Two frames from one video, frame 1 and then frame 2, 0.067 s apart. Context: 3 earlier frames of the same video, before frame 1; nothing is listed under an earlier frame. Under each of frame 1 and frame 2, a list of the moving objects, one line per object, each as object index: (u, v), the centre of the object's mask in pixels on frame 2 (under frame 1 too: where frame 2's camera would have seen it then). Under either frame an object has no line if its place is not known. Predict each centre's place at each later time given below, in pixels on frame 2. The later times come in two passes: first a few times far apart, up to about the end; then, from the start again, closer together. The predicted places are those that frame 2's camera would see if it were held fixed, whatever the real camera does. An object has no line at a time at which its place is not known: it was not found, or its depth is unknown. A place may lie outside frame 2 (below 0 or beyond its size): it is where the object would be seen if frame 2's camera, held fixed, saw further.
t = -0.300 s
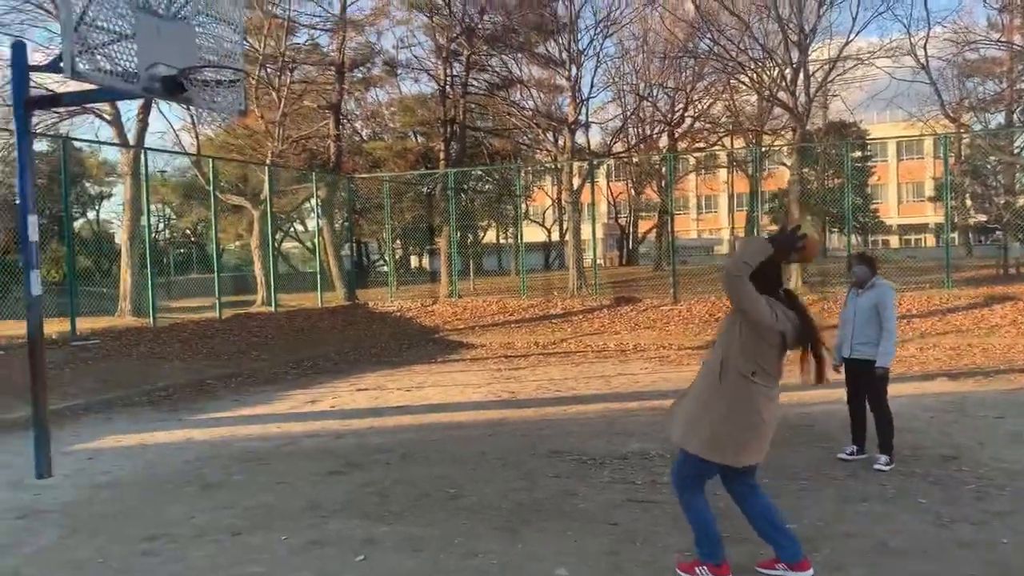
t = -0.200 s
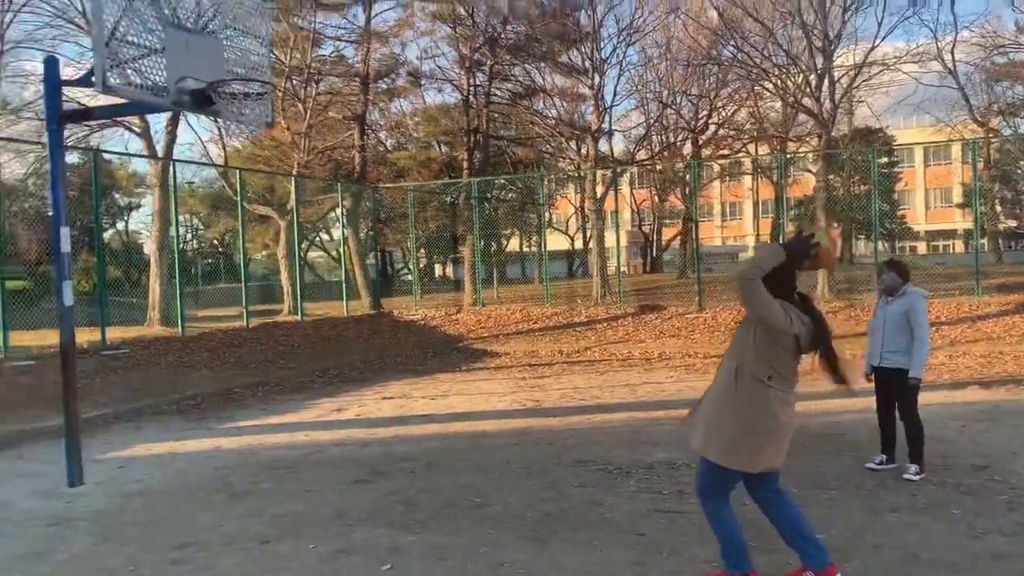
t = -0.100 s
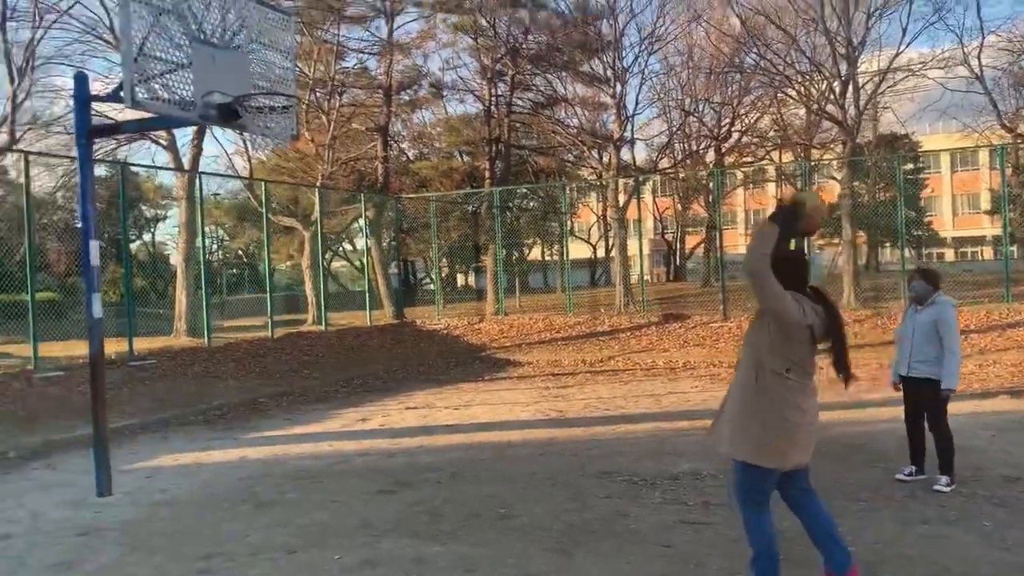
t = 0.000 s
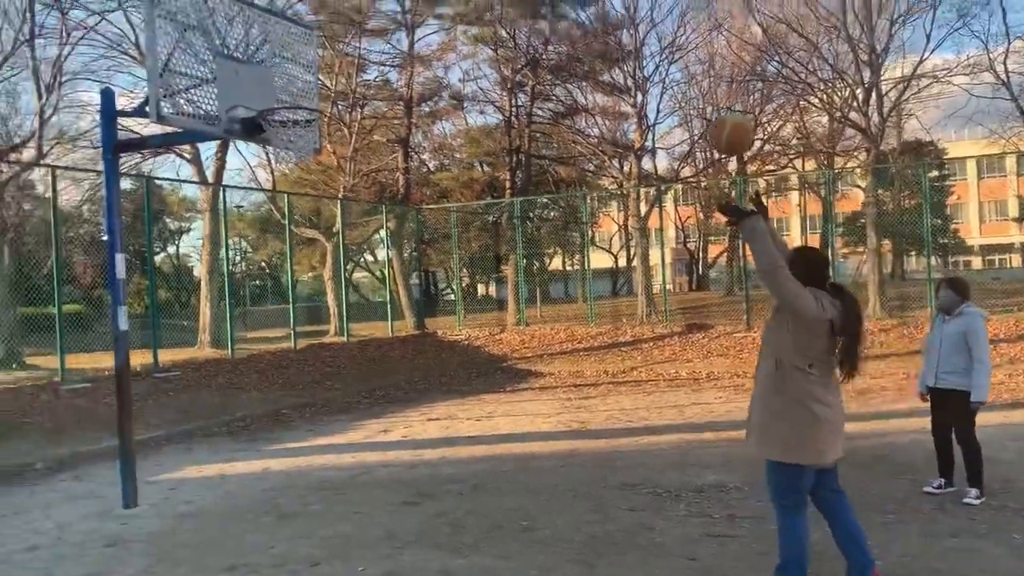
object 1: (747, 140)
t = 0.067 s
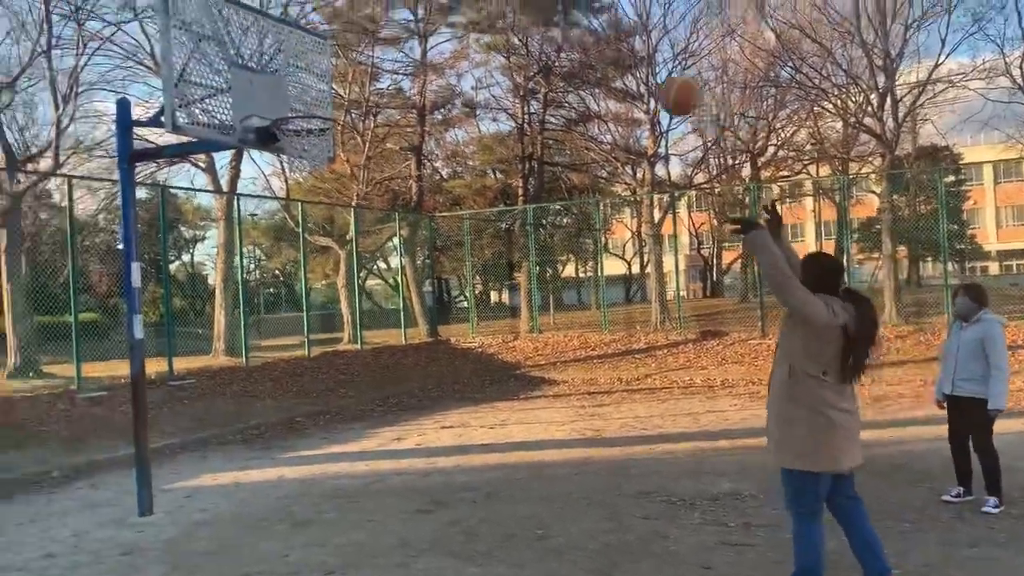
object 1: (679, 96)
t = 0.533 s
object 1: (343, 35)
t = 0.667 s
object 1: (272, 79)
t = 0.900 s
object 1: (305, 157)
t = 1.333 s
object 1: (533, 486)
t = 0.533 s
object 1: (343, 35)
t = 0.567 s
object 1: (325, 45)
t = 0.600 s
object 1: (307, 54)
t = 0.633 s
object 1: (288, 67)
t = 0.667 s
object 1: (272, 79)
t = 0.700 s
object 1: (256, 94)
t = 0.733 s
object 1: (240, 108)
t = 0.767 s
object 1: (242, 118)
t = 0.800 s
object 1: (256, 124)
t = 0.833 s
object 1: (271, 133)
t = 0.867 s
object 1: (287, 143)
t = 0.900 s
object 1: (305, 157)
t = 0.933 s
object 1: (319, 169)
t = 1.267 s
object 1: (495, 411)
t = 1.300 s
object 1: (516, 449)
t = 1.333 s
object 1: (533, 486)
